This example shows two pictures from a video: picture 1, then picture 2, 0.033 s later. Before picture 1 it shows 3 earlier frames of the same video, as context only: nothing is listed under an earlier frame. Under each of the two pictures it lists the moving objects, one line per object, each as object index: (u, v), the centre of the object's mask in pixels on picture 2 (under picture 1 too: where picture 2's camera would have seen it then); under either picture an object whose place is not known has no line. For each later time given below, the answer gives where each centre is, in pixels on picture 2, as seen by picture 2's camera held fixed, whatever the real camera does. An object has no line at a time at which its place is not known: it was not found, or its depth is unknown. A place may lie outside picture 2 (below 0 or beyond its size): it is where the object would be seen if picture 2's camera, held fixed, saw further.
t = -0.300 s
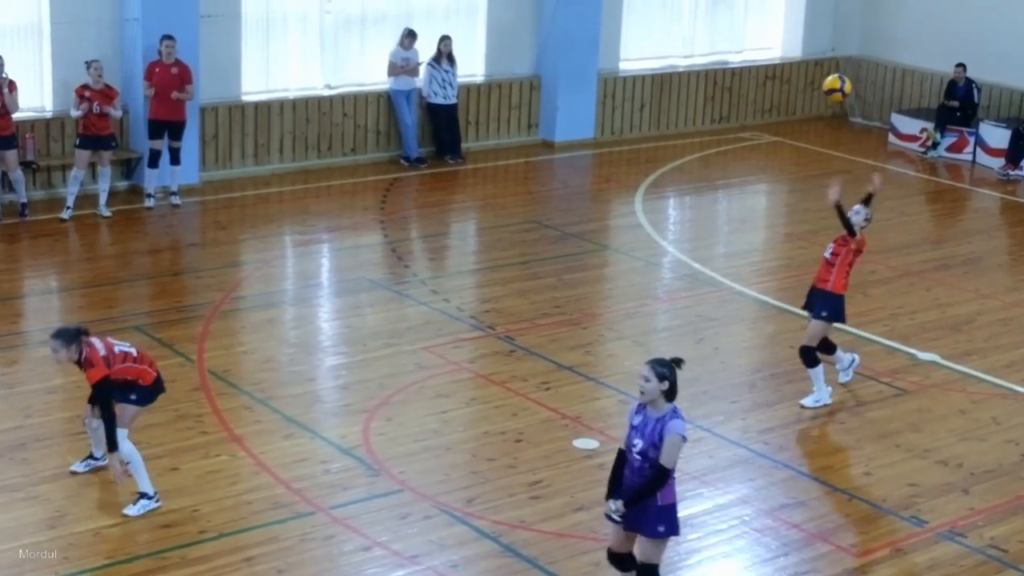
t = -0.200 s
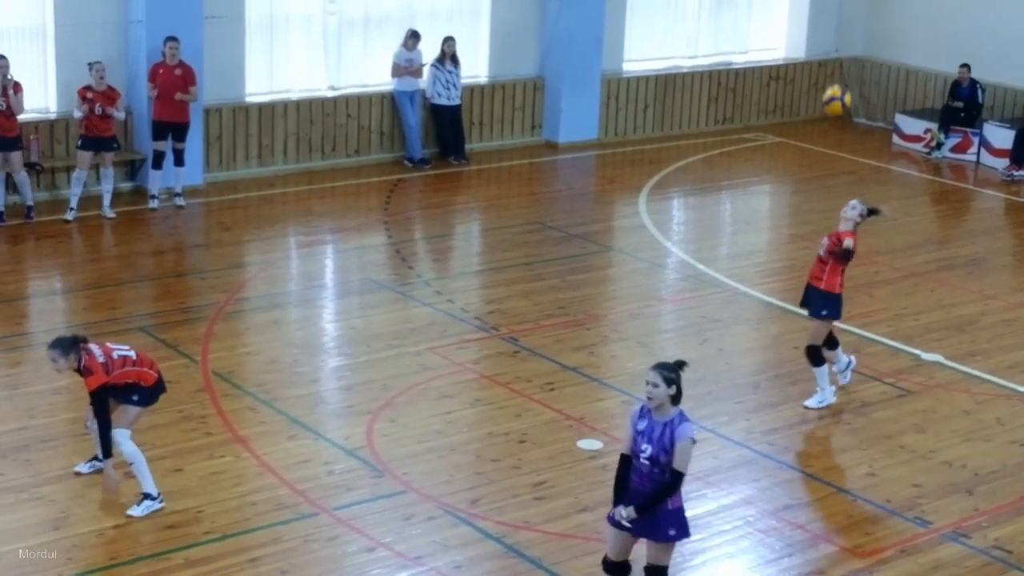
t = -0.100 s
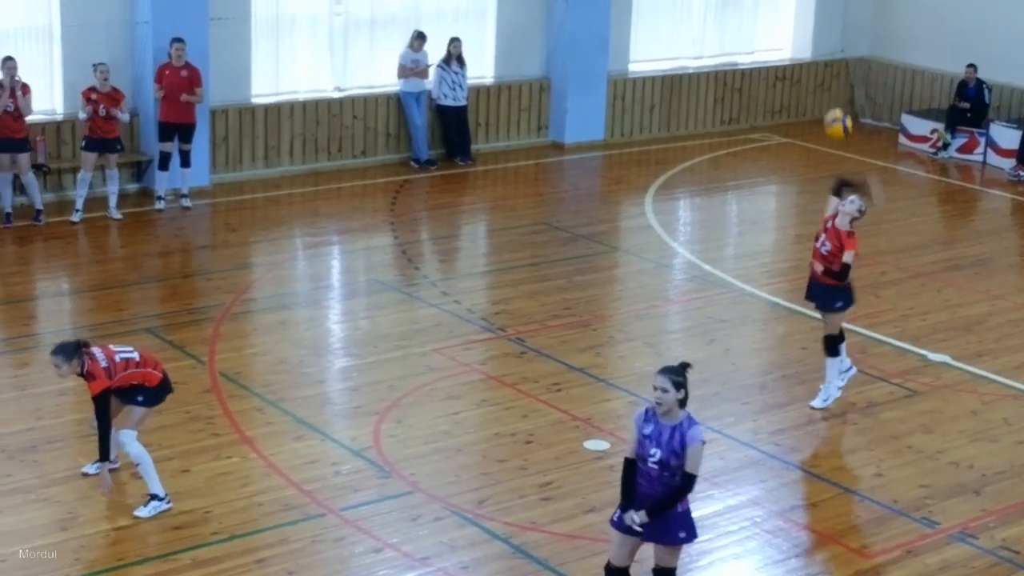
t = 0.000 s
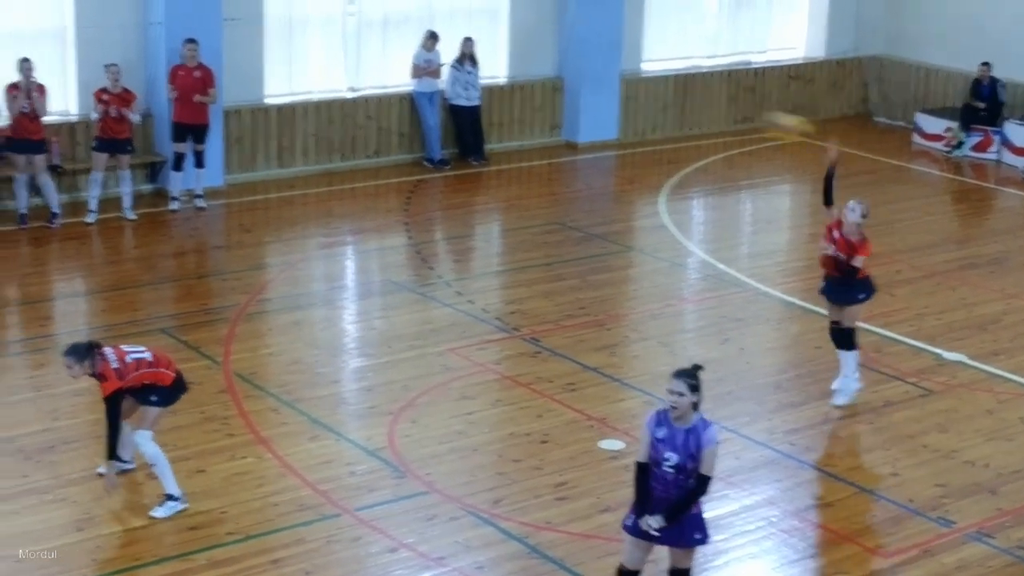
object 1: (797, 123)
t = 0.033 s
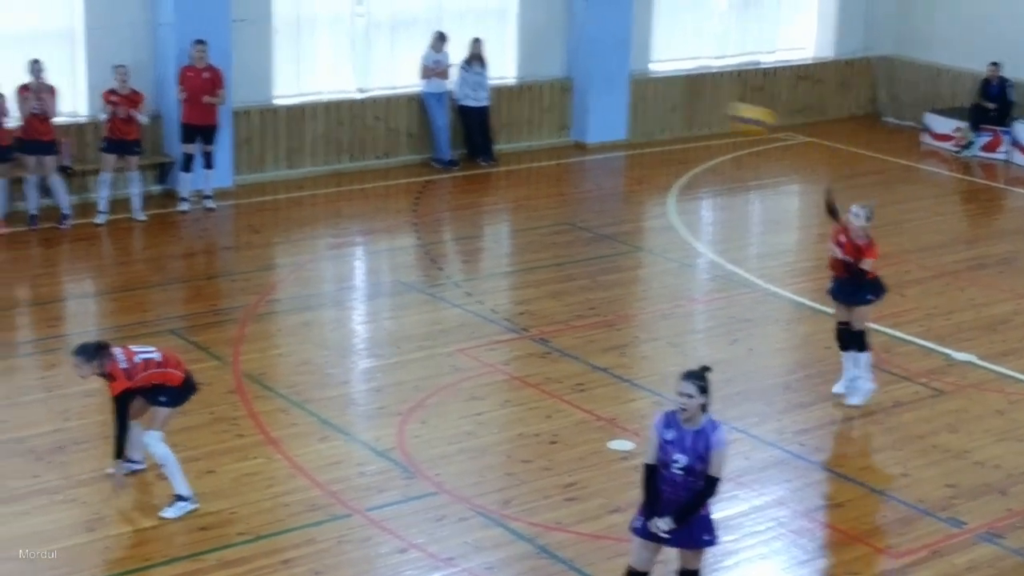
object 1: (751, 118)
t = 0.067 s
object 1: (699, 111)
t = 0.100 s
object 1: (648, 103)
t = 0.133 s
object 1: (593, 97)
